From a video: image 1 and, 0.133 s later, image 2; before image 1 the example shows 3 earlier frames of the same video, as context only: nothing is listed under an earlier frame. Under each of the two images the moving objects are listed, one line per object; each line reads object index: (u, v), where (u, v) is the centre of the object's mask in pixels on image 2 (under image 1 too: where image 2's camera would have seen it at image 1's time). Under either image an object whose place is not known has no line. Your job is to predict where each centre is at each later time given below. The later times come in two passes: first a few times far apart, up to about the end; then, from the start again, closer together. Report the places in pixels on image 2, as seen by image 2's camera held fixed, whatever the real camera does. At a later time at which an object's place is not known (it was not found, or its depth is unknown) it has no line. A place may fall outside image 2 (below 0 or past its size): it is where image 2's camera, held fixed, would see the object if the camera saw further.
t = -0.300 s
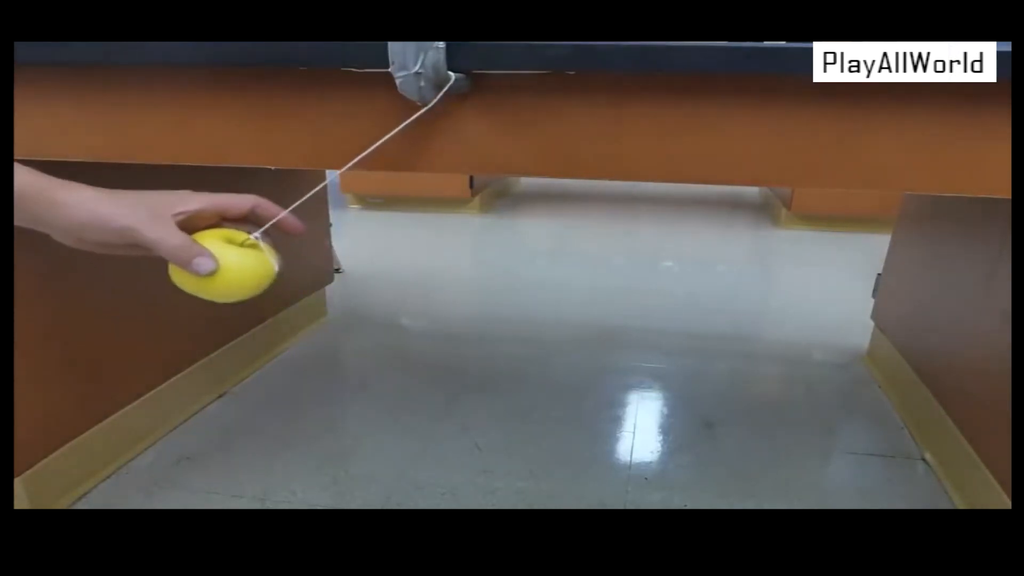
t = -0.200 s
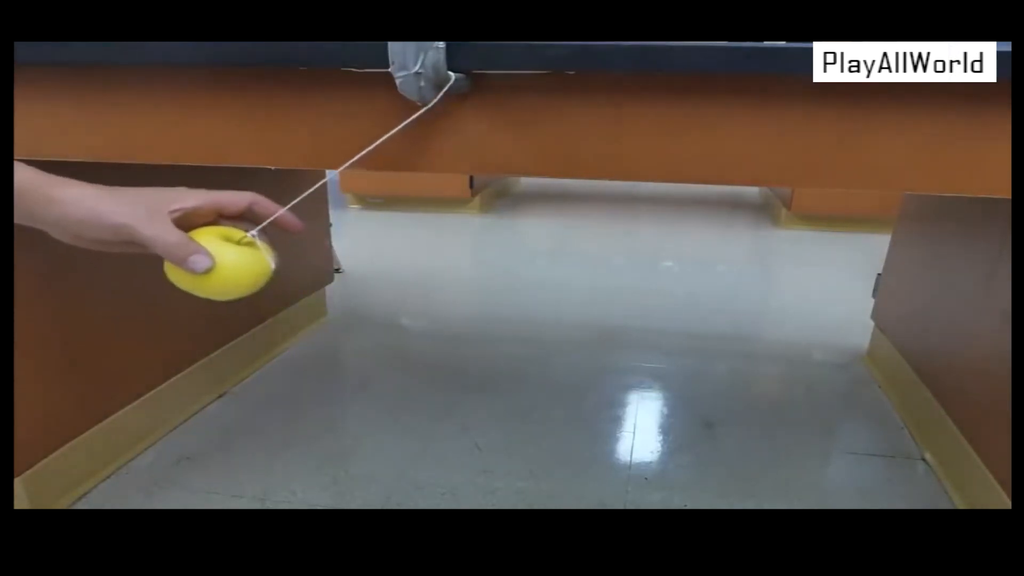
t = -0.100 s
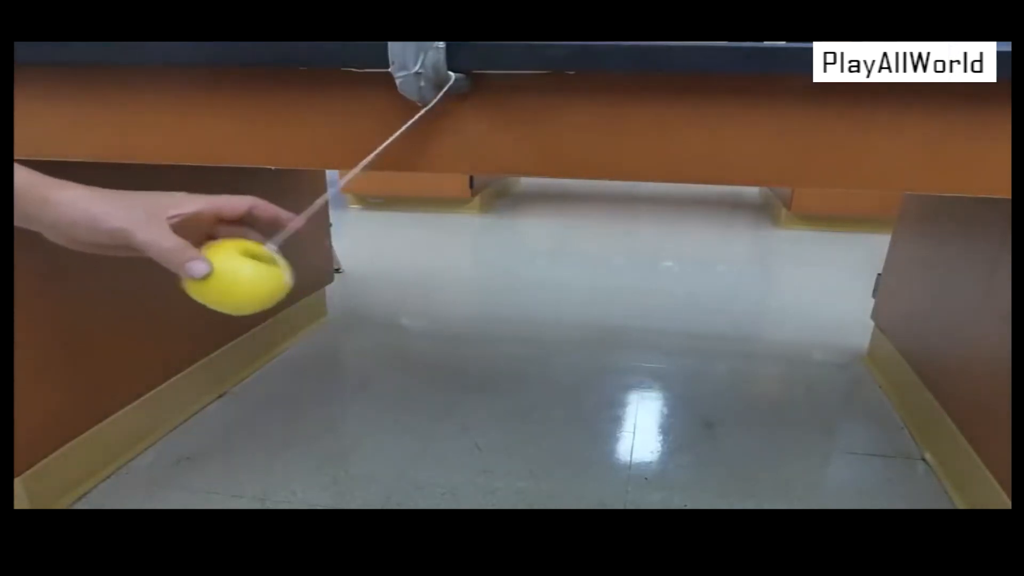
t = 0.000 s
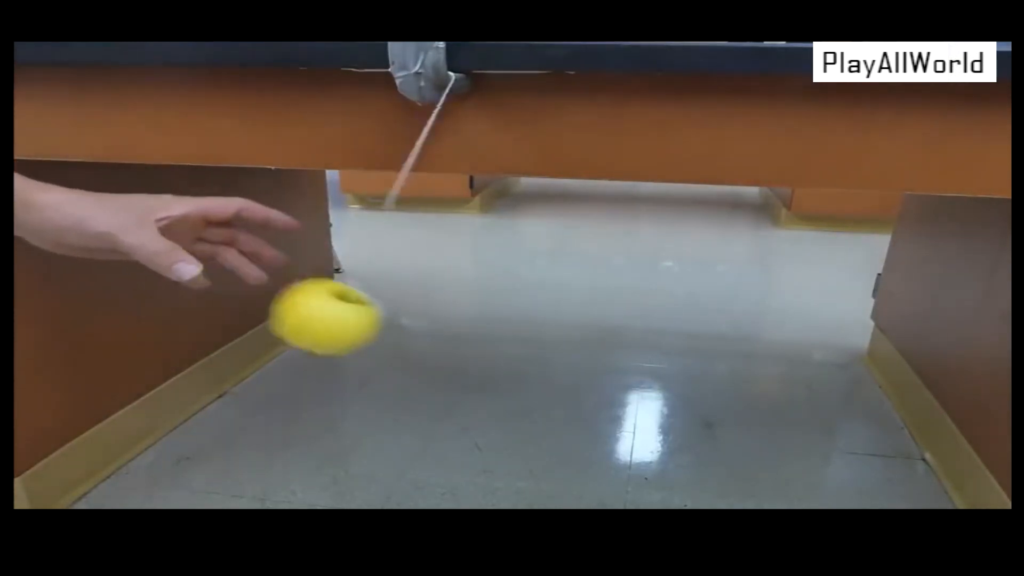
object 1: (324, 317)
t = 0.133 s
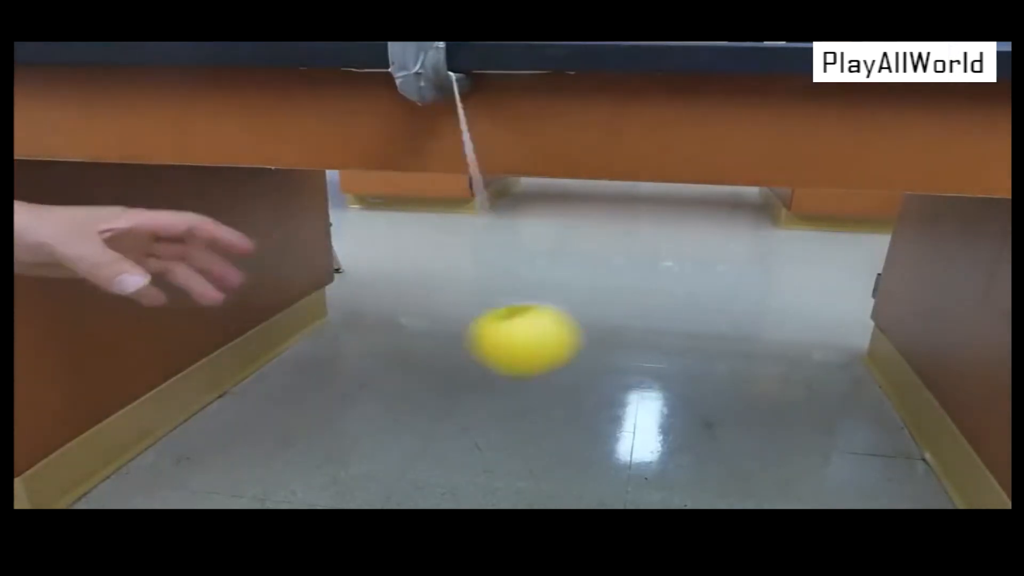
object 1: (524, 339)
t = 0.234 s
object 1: (651, 309)
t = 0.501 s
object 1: (612, 320)
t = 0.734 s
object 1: (287, 302)
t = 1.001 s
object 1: (283, 304)
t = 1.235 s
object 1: (611, 322)
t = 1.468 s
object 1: (673, 296)
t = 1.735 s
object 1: (326, 318)
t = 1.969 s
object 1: (233, 283)
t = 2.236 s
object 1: (567, 332)
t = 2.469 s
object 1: (689, 287)
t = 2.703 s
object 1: (423, 337)
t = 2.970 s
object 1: (221, 279)
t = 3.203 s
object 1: (466, 342)
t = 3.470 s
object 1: (693, 282)
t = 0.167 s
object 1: (573, 332)
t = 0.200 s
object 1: (616, 322)
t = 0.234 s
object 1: (651, 309)
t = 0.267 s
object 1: (677, 299)
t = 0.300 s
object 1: (694, 290)
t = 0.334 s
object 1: (701, 285)
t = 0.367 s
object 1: (700, 284)
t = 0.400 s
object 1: (692, 289)
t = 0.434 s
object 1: (673, 297)
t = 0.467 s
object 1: (647, 308)
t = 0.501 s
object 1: (612, 320)
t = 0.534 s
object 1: (569, 329)
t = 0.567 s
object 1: (521, 336)
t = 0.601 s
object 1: (469, 338)
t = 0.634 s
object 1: (417, 334)
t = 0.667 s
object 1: (368, 327)
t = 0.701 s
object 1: (324, 315)
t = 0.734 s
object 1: (287, 302)
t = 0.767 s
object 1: (259, 290)
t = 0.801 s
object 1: (238, 279)
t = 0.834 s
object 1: (225, 272)
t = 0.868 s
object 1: (220, 270)
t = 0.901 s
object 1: (223, 272)
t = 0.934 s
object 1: (234, 280)
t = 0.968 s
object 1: (254, 291)
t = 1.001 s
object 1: (283, 304)
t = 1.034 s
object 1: (321, 318)
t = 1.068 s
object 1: (366, 331)
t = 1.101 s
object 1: (416, 339)
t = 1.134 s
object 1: (469, 342)
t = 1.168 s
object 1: (521, 340)
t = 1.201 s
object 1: (569, 332)
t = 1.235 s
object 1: (611, 322)
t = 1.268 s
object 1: (646, 310)
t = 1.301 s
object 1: (673, 299)
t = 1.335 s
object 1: (690, 290)
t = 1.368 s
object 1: (699, 285)
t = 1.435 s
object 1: (690, 289)
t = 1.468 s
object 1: (673, 296)
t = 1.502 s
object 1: (647, 307)
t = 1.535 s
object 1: (612, 318)
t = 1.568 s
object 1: (571, 329)
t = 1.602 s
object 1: (523, 336)
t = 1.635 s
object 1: (472, 339)
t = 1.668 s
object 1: (420, 336)
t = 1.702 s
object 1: (370, 329)
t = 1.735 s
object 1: (326, 318)
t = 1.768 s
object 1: (288, 306)
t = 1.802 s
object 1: (259, 294)
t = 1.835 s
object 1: (238, 283)
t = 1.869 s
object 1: (224, 276)
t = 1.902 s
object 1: (219, 274)
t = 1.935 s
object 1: (222, 276)
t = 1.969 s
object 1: (233, 283)
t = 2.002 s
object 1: (253, 294)
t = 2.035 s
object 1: (282, 307)
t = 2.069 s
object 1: (320, 320)
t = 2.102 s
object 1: (365, 332)
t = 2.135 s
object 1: (416, 340)
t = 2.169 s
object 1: (468, 342)
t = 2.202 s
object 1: (520, 340)
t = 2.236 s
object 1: (567, 332)
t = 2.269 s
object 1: (609, 322)
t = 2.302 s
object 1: (644, 310)
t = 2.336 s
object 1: (670, 298)
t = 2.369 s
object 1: (688, 289)
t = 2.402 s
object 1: (696, 284)
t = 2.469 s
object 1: (689, 287)
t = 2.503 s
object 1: (672, 294)
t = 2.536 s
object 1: (647, 305)
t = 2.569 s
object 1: (614, 316)
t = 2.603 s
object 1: (573, 327)
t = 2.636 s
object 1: (525, 335)
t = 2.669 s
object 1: (475, 339)
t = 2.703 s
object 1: (423, 337)
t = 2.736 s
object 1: (374, 331)
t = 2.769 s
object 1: (329, 320)
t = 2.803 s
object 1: (290, 308)
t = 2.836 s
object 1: (260, 297)
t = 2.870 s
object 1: (238, 286)
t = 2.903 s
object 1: (224, 279)
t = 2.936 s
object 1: (219, 277)
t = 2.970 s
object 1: (221, 279)
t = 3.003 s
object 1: (232, 285)
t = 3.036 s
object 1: (252, 296)
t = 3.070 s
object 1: (281, 308)
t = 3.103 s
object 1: (319, 321)
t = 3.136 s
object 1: (364, 332)
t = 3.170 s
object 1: (413, 340)
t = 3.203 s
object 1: (466, 342)
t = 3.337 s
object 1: (640, 309)
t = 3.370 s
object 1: (666, 298)
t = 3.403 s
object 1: (684, 289)
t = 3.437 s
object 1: (689, 285)
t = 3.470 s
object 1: (693, 282)
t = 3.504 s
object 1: (690, 284)
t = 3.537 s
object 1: (679, 290)
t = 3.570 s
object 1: (659, 299)
